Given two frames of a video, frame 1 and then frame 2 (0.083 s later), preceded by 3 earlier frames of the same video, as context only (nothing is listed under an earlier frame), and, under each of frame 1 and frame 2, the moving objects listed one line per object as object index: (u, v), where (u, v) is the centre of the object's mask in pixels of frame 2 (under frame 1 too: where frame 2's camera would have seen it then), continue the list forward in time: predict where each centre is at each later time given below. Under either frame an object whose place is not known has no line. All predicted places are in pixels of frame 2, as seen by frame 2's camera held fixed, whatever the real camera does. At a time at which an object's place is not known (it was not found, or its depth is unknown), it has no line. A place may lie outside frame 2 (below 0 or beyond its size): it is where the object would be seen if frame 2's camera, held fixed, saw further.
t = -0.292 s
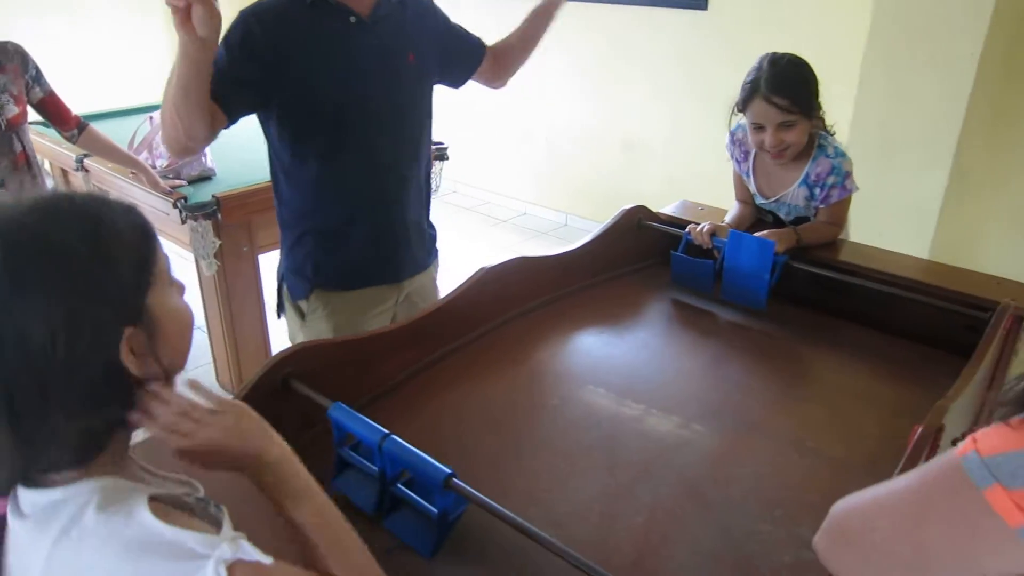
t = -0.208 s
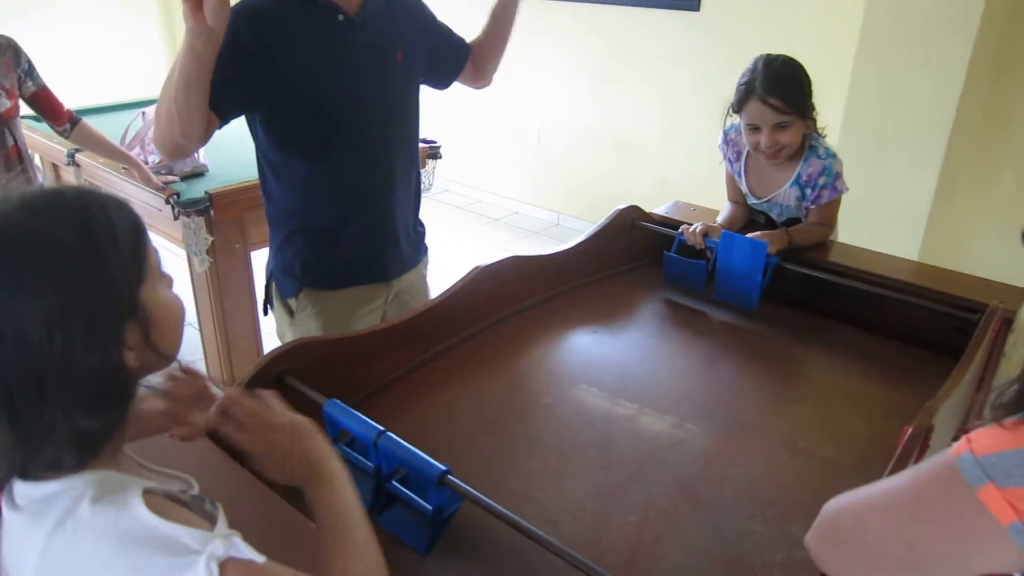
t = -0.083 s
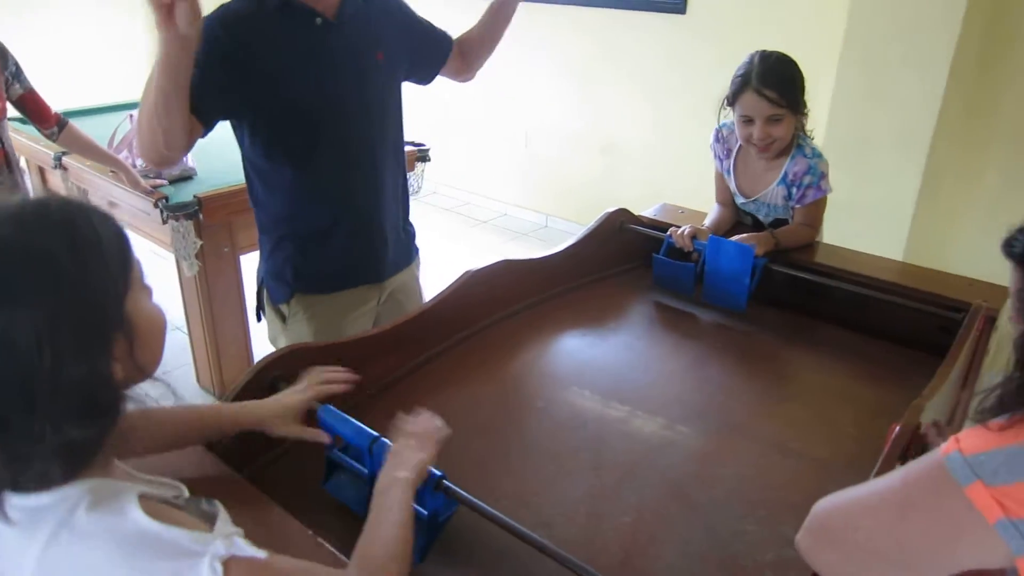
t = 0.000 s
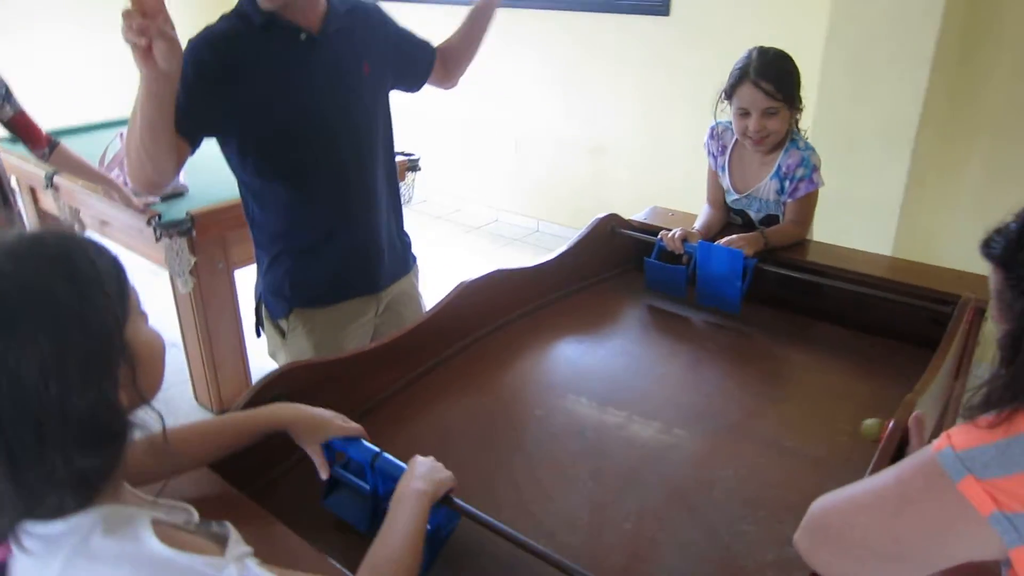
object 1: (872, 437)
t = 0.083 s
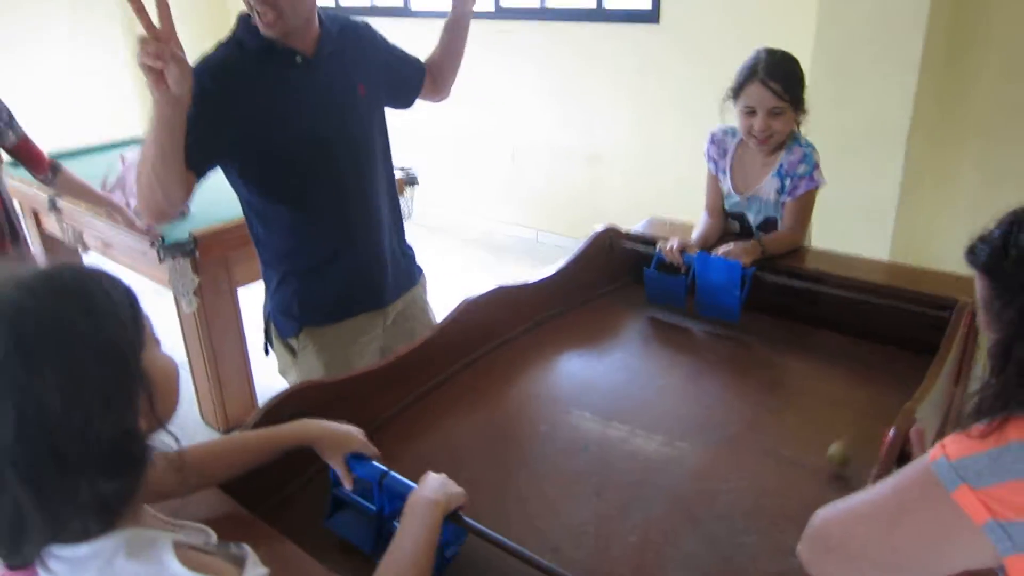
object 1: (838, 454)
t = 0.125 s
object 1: (827, 452)
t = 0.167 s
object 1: (818, 450)
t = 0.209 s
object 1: (809, 446)
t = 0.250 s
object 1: (801, 442)
